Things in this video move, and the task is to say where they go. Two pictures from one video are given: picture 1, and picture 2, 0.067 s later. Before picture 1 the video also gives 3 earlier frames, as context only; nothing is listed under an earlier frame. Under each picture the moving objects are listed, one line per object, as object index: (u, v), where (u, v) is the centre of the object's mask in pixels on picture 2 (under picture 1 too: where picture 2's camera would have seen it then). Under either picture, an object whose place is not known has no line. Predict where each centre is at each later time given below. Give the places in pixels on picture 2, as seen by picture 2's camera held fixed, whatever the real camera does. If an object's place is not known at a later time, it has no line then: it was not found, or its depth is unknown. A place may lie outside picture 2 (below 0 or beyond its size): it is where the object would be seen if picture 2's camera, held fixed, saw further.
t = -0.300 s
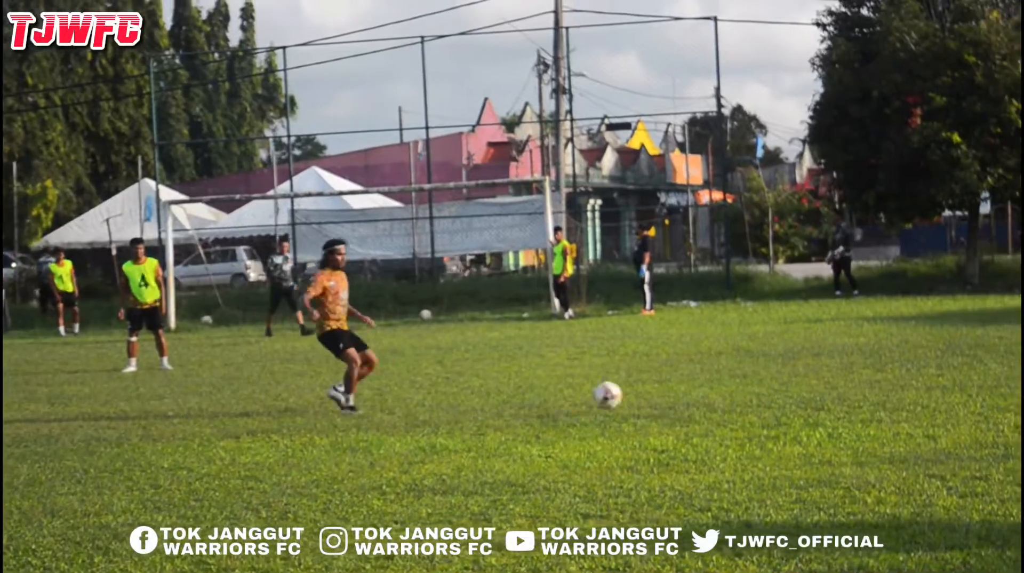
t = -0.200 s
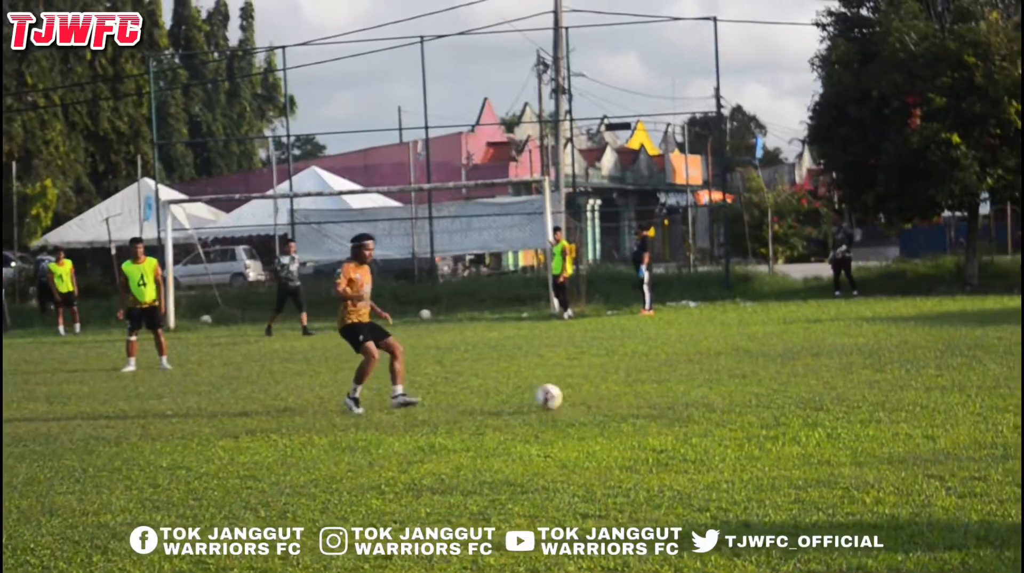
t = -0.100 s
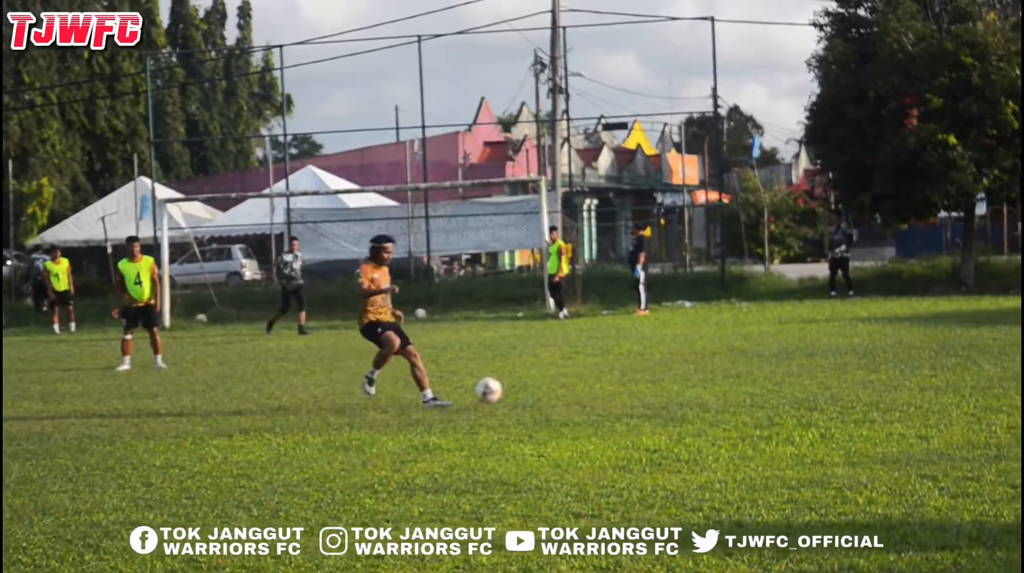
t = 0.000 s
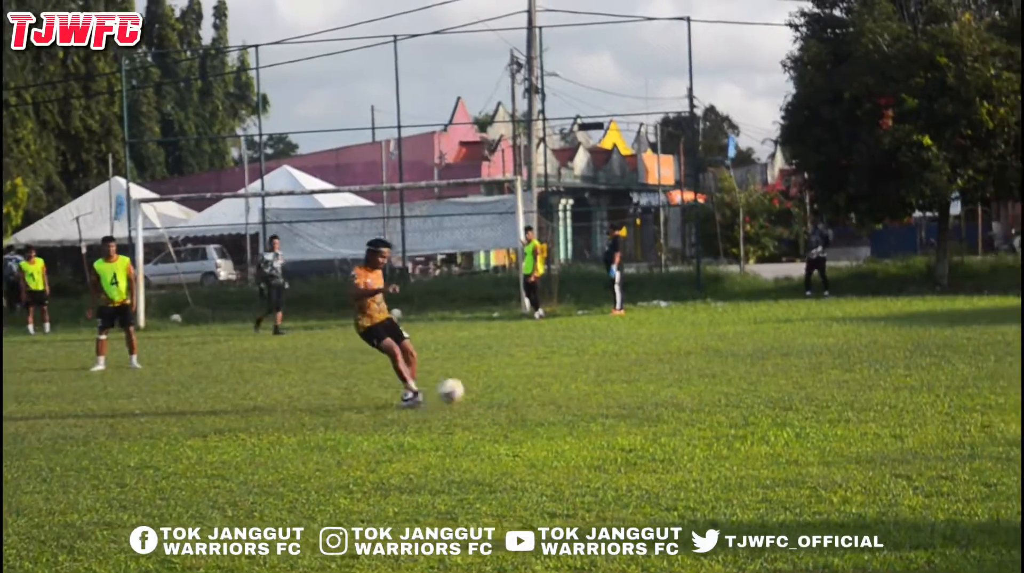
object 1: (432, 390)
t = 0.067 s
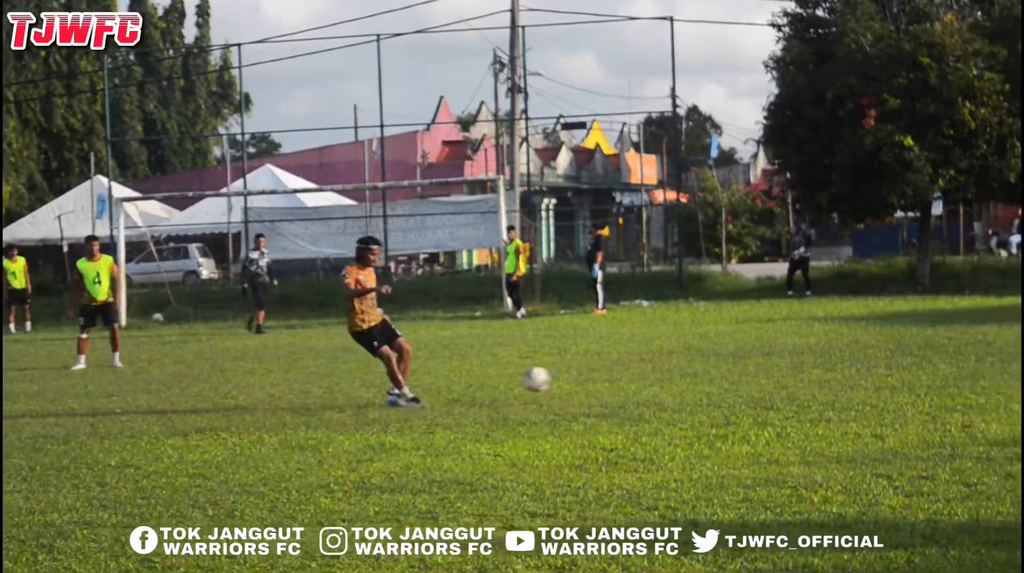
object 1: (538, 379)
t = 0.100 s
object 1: (590, 376)
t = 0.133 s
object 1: (641, 373)
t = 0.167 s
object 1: (691, 371)
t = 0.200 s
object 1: (743, 371)
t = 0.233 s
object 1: (792, 372)
